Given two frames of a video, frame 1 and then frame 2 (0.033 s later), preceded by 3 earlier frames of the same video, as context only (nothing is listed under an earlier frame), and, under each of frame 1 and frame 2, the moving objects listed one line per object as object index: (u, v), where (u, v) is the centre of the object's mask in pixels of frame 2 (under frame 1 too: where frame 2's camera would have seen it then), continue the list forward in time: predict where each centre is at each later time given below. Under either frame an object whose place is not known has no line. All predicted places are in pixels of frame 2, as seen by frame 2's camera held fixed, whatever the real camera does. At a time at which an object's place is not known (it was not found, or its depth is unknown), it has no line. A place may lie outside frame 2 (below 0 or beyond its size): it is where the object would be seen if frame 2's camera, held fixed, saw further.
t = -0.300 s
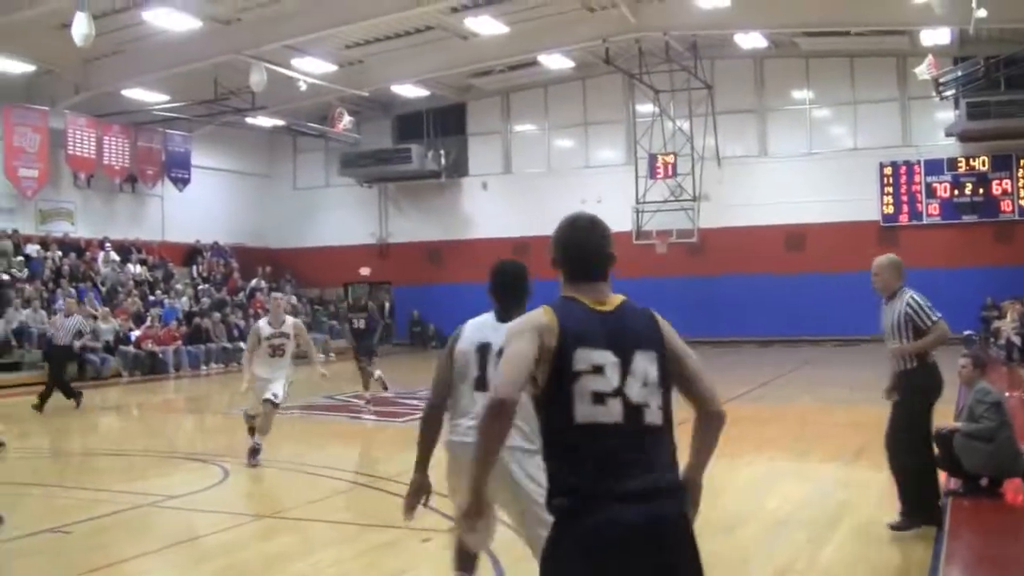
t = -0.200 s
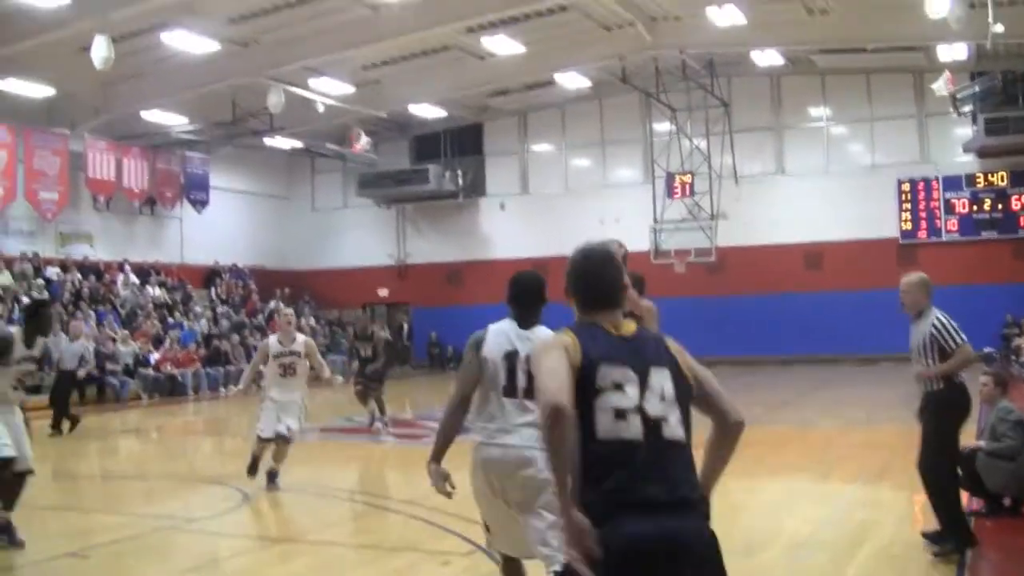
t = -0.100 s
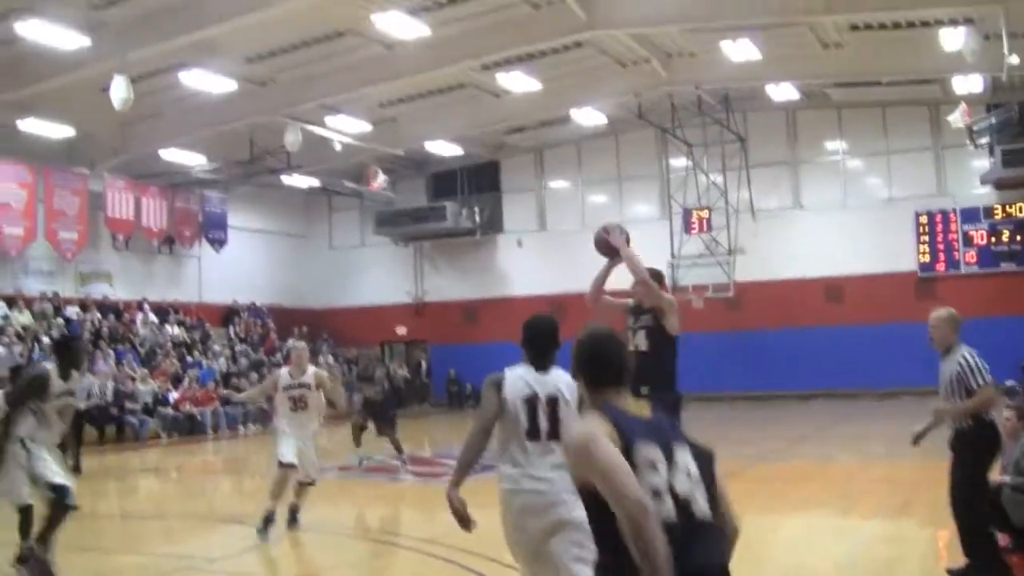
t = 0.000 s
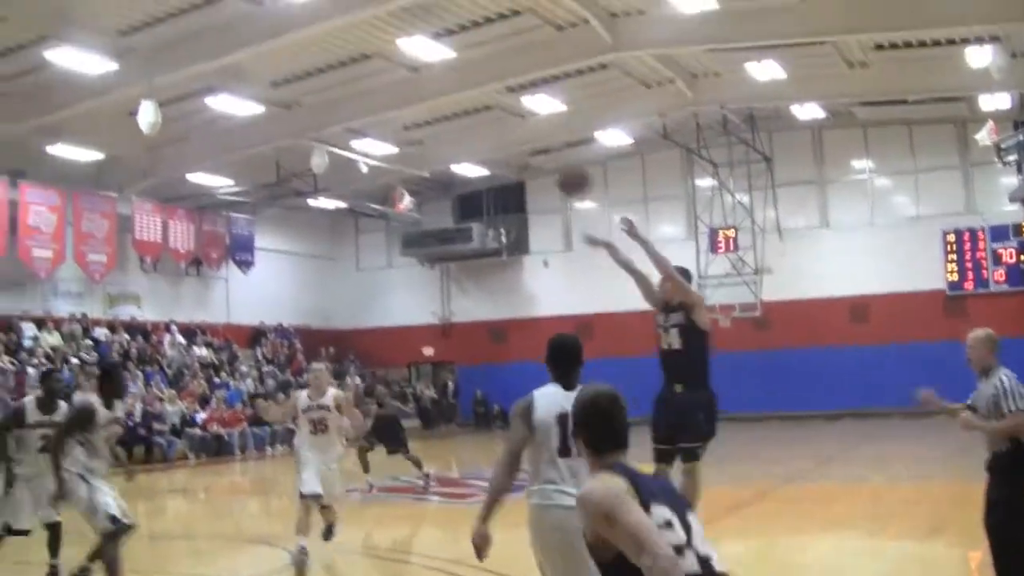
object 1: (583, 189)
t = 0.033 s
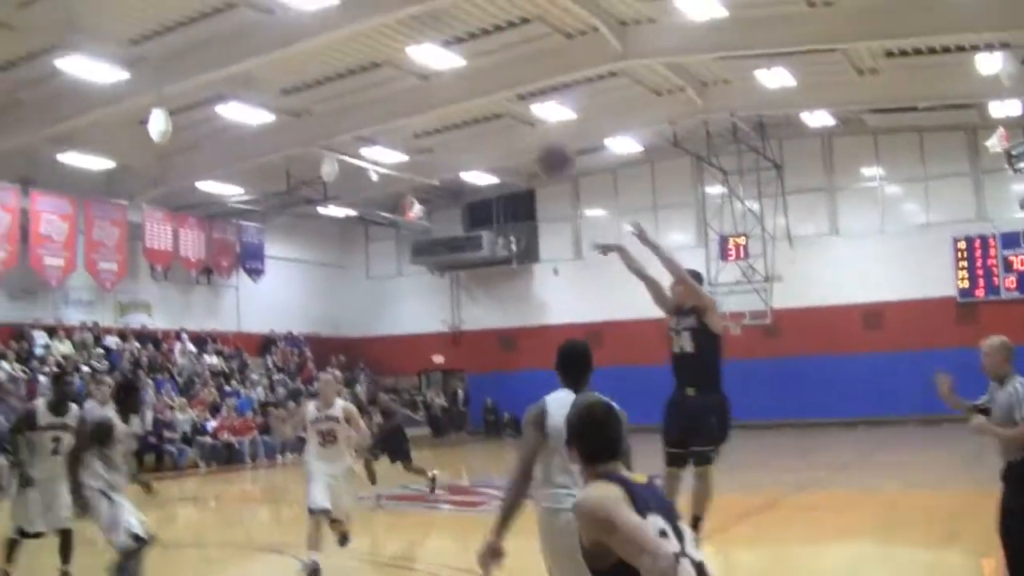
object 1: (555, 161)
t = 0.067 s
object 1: (525, 133)
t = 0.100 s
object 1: (498, 108)
